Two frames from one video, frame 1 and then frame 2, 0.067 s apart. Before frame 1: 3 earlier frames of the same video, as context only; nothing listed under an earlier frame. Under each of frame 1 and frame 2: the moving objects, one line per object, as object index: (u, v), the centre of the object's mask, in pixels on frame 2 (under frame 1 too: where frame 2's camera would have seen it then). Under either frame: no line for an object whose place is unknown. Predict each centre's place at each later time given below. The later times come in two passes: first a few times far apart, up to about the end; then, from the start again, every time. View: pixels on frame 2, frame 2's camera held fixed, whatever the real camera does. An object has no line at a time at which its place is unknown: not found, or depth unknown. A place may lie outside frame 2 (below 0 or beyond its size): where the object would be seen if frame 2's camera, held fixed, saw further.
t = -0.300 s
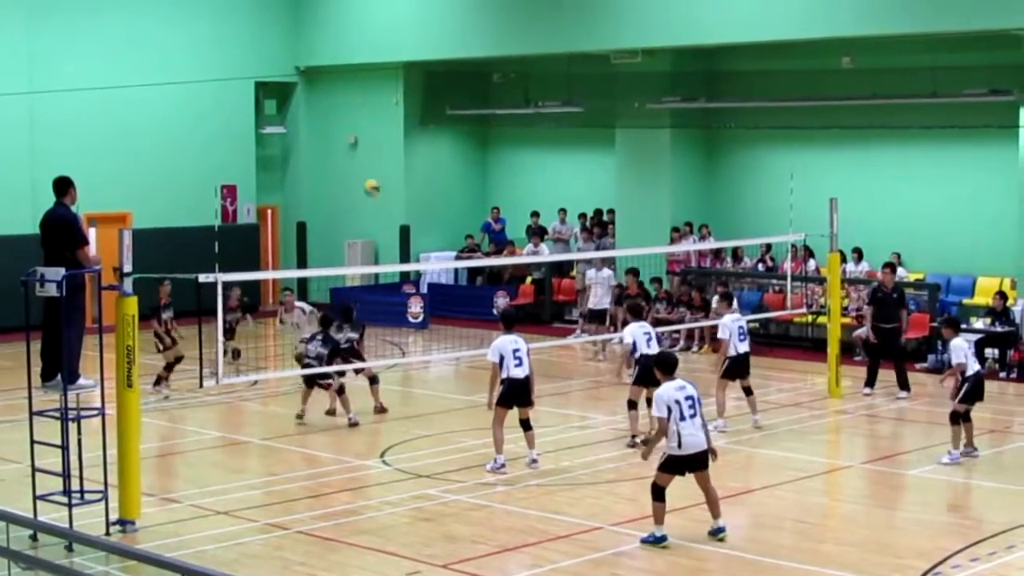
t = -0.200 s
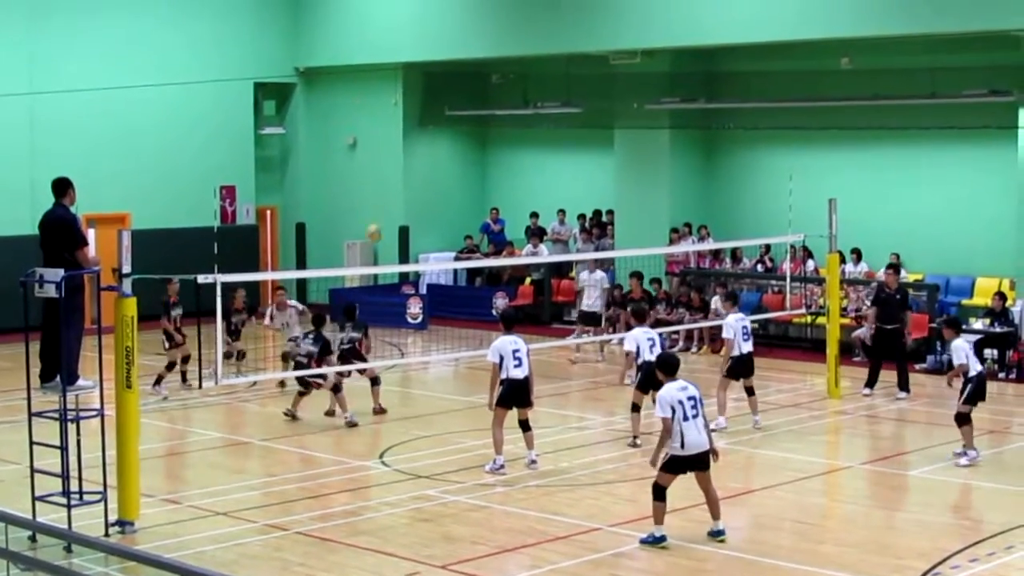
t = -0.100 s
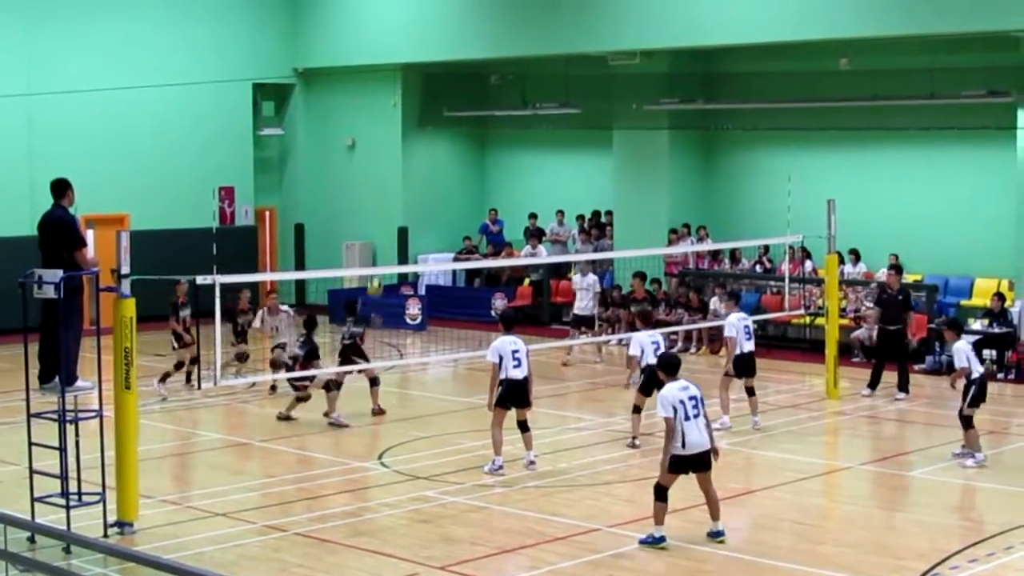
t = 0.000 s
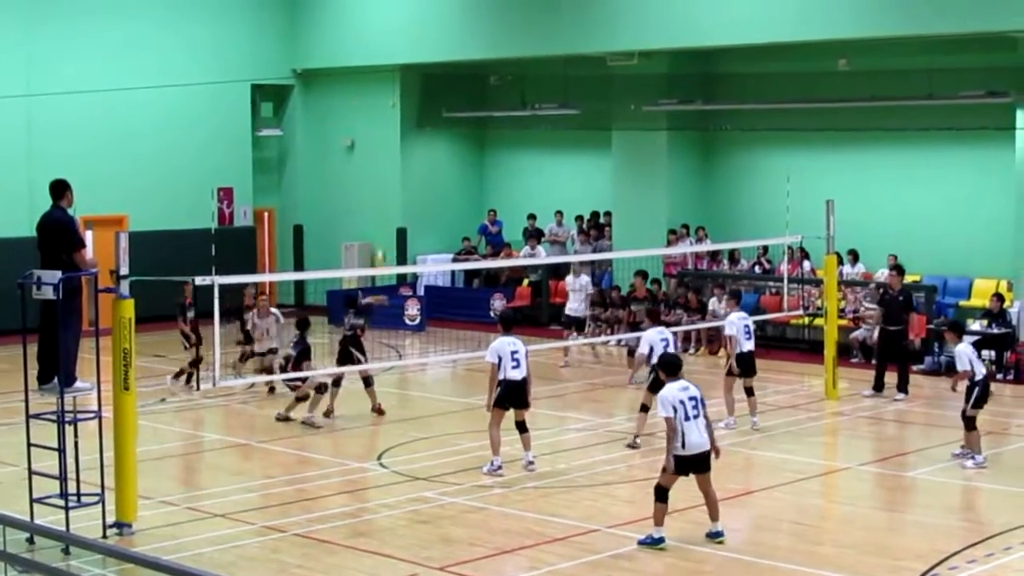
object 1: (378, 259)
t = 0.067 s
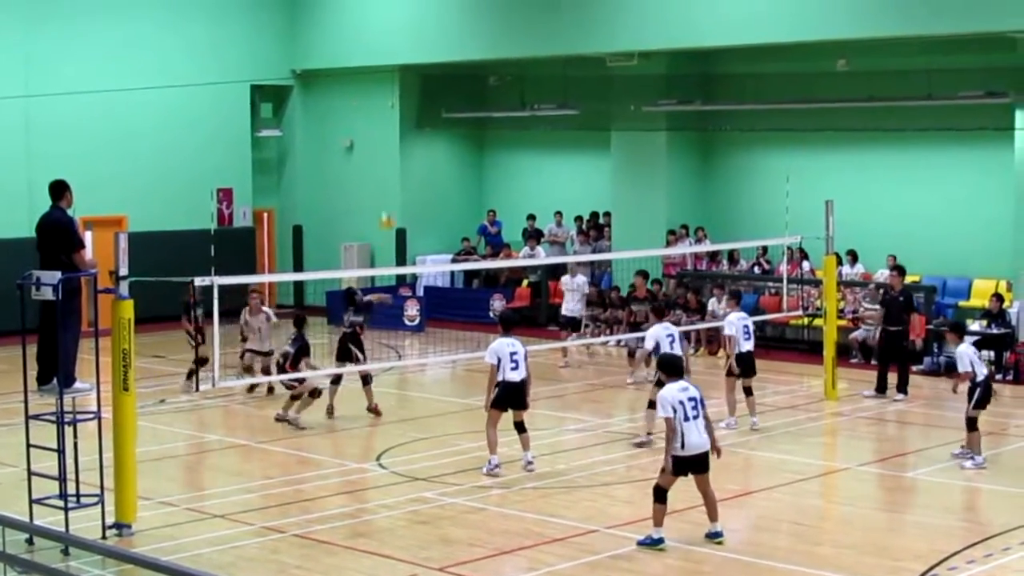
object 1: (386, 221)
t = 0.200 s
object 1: (397, 158)
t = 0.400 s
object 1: (411, 87)
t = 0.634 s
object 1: (427, 45)
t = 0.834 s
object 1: (440, 41)
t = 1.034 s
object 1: (452, 67)
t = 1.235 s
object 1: (464, 122)
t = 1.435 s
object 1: (476, 201)
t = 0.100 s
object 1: (390, 203)
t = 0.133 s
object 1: (392, 186)
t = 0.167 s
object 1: (394, 171)
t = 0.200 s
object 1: (397, 158)
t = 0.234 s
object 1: (400, 143)
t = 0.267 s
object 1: (402, 129)
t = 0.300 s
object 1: (405, 117)
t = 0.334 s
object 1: (407, 106)
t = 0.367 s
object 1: (409, 96)
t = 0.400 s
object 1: (411, 87)
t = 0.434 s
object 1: (413, 78)
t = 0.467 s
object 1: (416, 70)
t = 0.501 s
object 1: (418, 63)
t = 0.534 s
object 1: (420, 57)
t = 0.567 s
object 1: (422, 53)
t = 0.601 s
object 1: (424, 48)
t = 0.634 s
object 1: (427, 45)
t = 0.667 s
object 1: (429, 43)
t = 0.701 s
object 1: (431, 40)
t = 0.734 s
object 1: (434, 39)
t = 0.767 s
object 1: (436, 39)
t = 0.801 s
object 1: (438, 40)
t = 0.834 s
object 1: (440, 41)
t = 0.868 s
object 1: (442, 44)
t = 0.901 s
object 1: (445, 47)
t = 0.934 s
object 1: (447, 51)
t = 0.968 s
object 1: (448, 56)
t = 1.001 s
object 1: (450, 62)
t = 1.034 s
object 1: (452, 67)
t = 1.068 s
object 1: (453, 75)
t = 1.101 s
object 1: (456, 83)
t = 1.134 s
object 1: (458, 91)
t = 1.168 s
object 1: (460, 101)
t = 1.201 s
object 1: (462, 111)
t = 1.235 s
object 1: (464, 122)
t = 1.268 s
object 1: (466, 133)
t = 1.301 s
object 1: (467, 146)
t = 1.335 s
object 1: (469, 159)
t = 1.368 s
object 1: (472, 172)
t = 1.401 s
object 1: (474, 186)
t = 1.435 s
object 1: (476, 201)
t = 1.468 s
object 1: (477, 217)
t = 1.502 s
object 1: (481, 235)
